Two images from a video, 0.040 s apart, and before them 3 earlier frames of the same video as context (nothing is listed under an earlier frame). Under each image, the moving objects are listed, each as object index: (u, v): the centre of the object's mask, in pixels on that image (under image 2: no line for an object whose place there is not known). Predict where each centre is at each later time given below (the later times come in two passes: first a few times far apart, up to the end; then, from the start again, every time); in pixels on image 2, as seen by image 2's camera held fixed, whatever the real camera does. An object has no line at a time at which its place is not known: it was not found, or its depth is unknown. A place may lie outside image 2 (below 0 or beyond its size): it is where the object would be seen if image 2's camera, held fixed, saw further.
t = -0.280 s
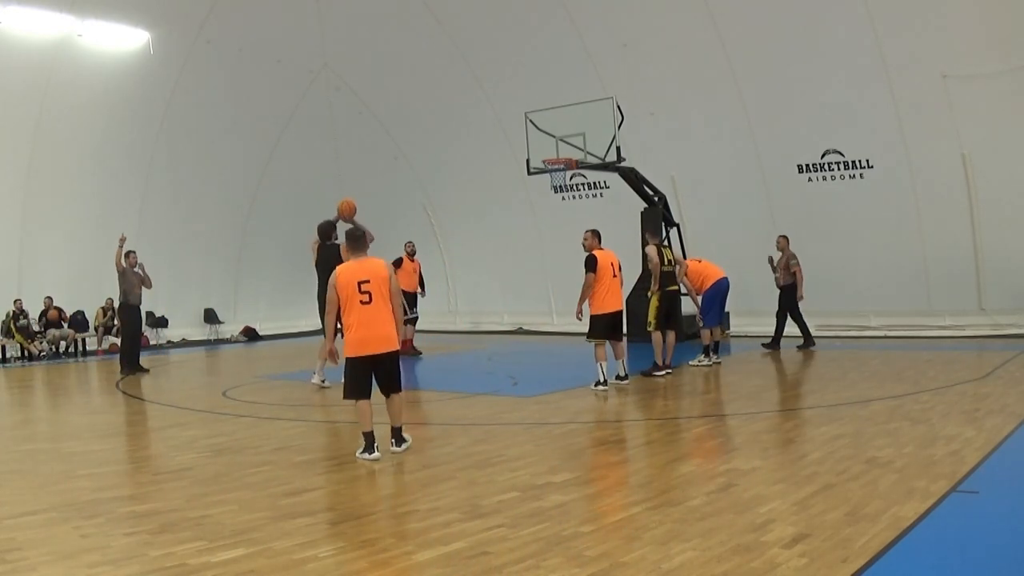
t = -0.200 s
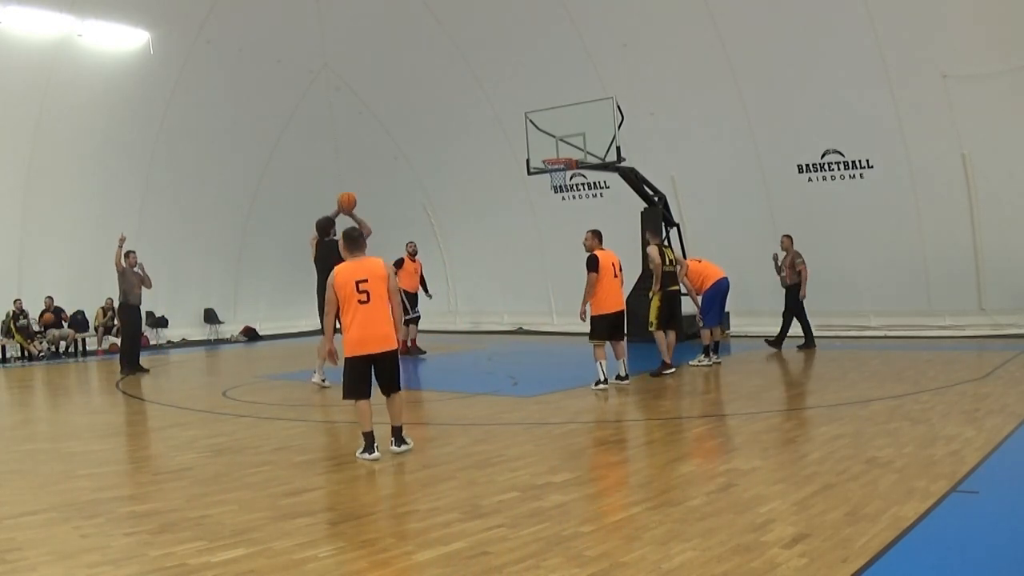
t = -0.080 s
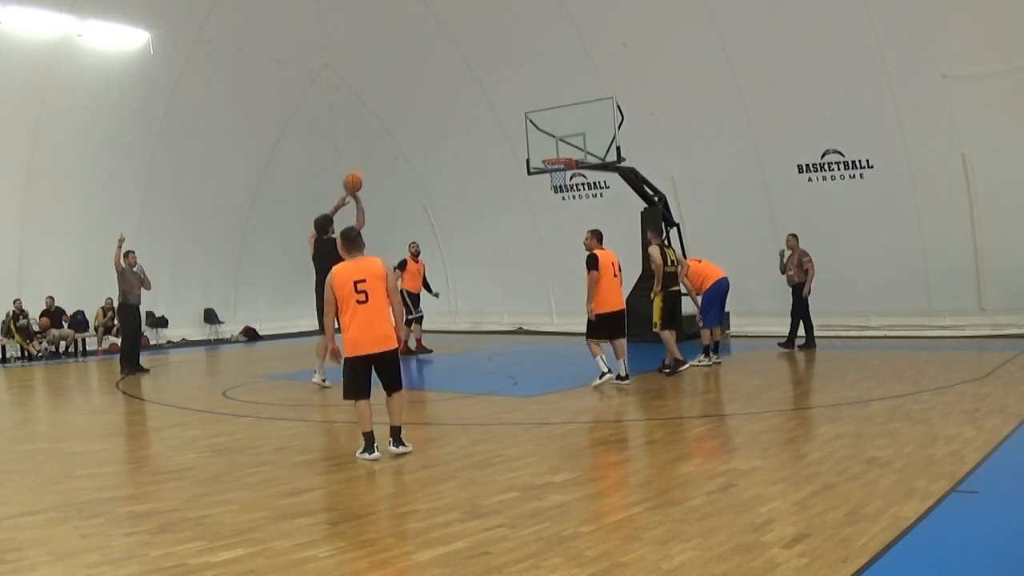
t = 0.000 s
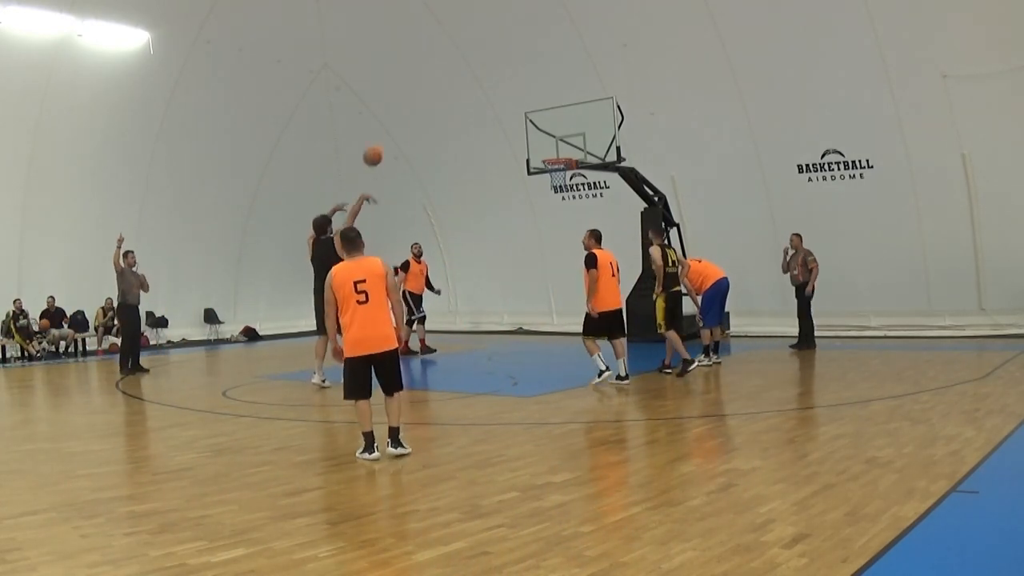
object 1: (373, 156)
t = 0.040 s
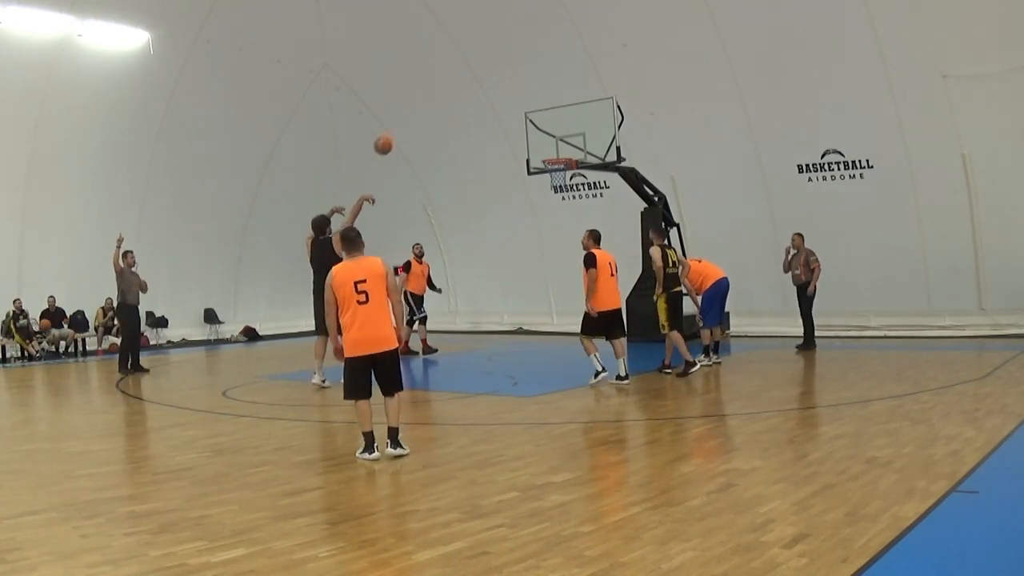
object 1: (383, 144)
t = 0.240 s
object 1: (433, 108)
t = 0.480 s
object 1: (488, 103)
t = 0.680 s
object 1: (529, 128)
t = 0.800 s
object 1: (553, 153)
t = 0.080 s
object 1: (394, 134)
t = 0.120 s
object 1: (404, 126)
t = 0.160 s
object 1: (414, 119)
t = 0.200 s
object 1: (424, 113)
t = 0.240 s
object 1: (433, 108)
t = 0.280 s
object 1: (442, 104)
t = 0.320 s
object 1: (452, 102)
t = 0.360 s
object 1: (461, 101)
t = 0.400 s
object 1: (470, 101)
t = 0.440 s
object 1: (479, 101)
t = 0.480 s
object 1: (488, 103)
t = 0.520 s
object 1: (496, 106)
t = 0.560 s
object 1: (505, 110)
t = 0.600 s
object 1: (513, 115)
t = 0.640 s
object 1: (521, 121)
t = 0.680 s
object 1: (529, 128)
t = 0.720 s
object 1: (538, 136)
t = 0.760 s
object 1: (545, 144)
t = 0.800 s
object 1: (553, 153)
